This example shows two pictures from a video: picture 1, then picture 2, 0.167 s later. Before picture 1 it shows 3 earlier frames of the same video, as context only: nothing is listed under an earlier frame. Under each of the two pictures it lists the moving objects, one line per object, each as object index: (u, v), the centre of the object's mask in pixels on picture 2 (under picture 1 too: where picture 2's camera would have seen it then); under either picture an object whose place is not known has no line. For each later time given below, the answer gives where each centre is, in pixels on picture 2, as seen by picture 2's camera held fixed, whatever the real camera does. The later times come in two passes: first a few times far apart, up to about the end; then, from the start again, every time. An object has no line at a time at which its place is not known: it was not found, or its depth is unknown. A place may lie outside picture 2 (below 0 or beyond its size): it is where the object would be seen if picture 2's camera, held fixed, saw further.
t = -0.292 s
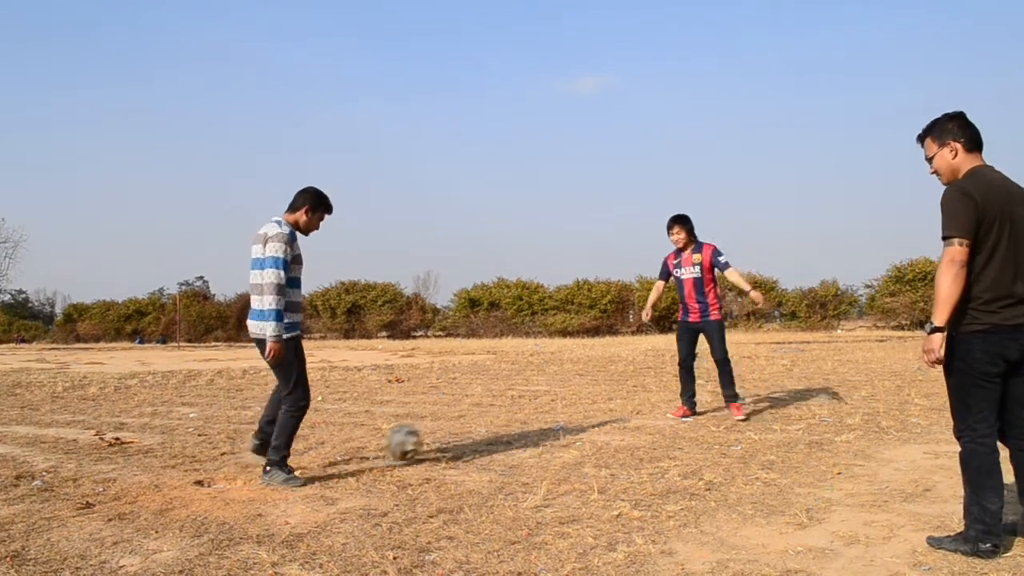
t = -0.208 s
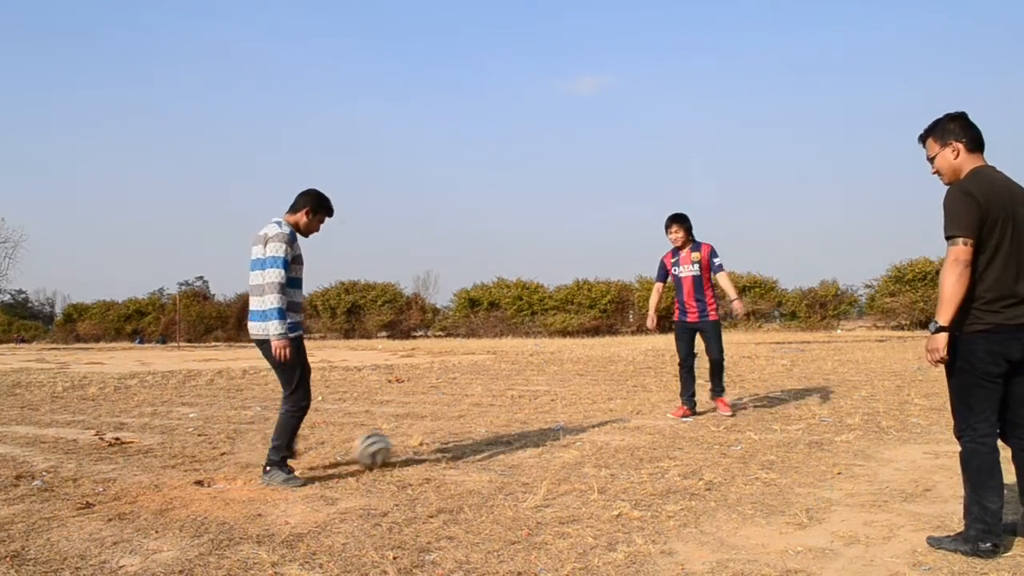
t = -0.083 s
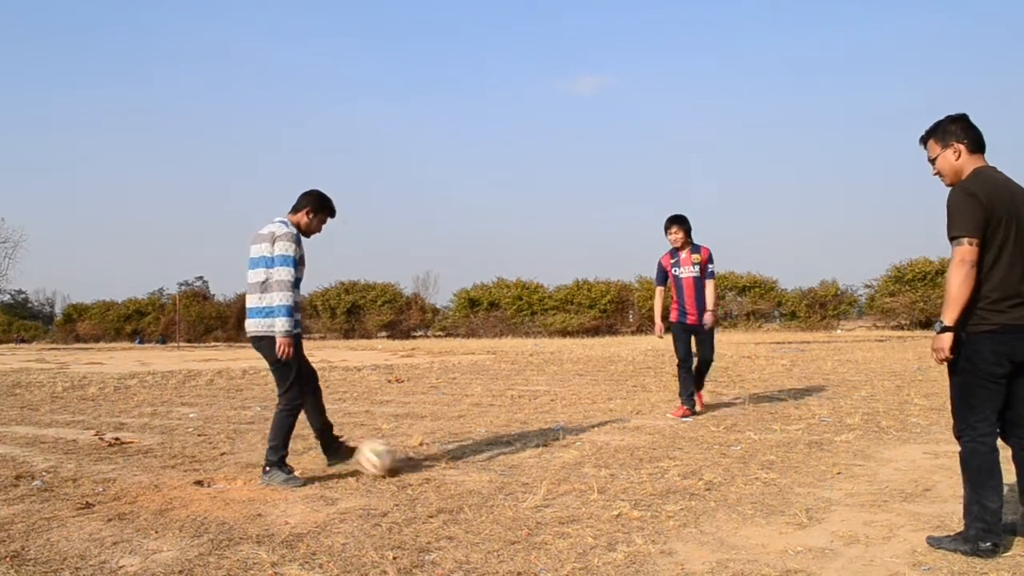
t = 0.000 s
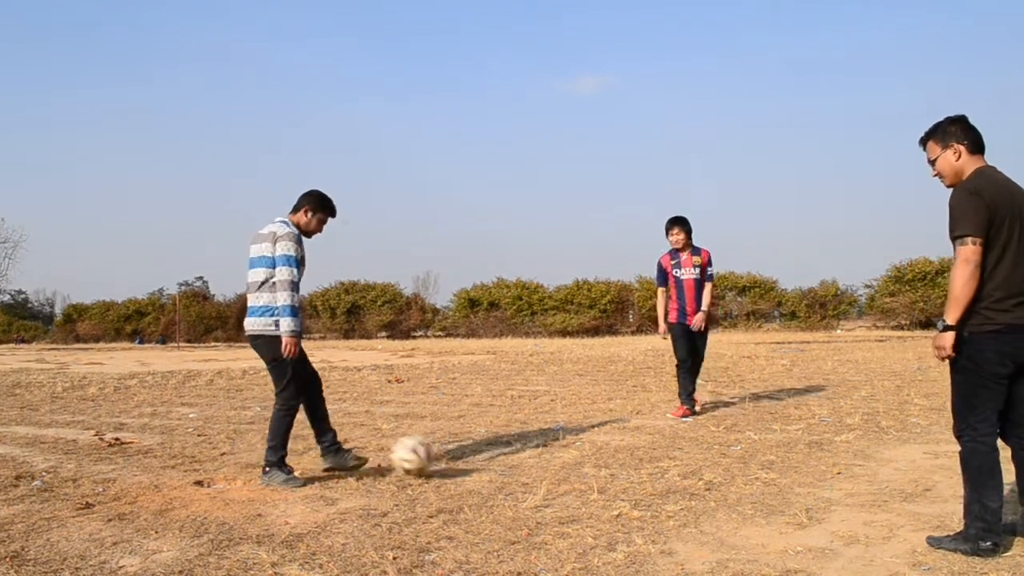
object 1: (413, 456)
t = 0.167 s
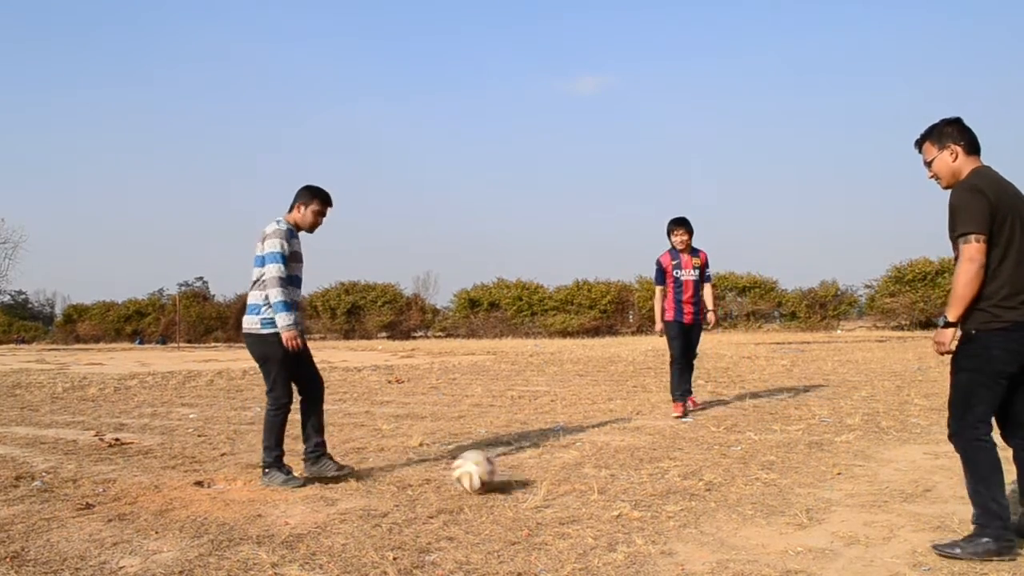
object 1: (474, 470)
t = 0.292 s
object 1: (510, 475)
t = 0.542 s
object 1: (594, 492)
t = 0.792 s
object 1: (691, 513)
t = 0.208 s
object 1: (485, 470)
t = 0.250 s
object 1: (497, 470)
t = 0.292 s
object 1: (510, 475)
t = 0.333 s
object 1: (522, 482)
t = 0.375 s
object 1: (535, 482)
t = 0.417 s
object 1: (550, 483)
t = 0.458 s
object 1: (564, 488)
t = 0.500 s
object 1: (579, 494)
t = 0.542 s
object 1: (594, 492)
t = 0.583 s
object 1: (608, 494)
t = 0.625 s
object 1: (625, 499)
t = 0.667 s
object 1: (640, 504)
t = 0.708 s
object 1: (656, 503)
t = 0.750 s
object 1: (675, 506)
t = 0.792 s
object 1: (691, 513)
